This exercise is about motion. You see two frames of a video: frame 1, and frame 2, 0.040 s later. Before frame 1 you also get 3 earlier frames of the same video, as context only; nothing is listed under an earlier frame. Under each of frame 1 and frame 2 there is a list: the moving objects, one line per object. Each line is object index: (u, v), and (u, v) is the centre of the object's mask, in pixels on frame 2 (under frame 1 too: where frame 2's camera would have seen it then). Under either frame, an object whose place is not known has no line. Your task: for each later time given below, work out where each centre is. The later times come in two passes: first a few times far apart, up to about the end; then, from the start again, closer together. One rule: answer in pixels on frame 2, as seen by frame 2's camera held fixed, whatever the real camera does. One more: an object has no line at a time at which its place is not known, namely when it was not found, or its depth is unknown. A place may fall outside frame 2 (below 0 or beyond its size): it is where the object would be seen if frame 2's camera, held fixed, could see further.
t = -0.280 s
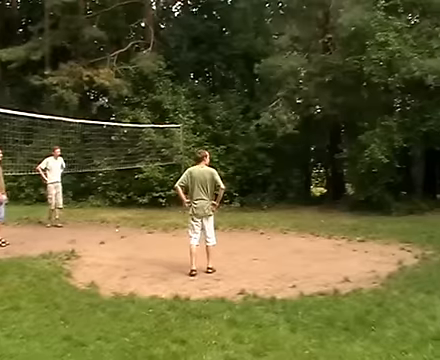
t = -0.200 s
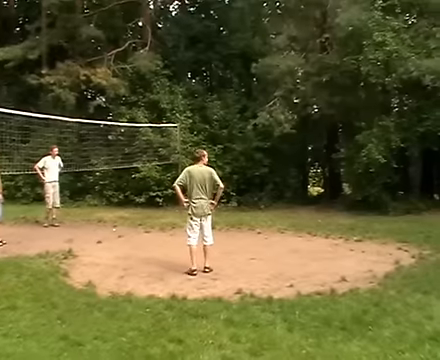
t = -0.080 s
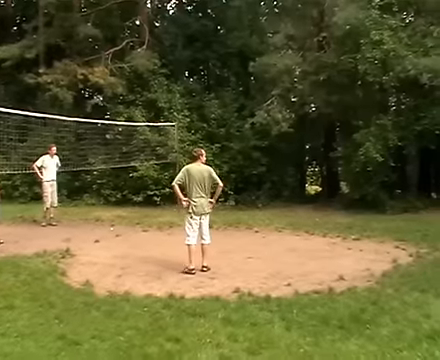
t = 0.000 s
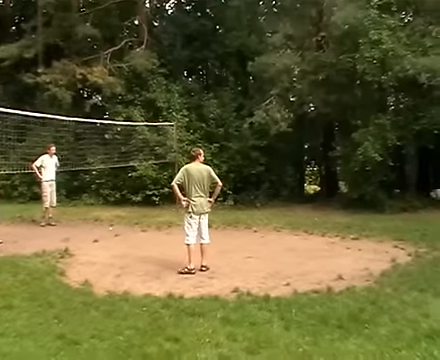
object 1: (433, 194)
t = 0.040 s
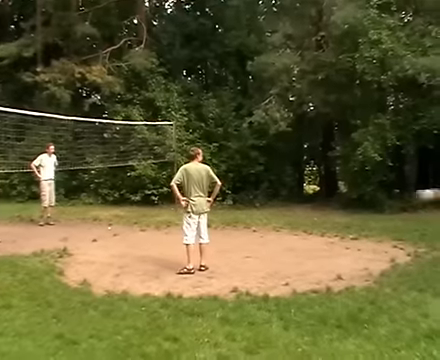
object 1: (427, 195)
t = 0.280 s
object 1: (323, 218)
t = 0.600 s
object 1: (214, 226)
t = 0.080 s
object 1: (410, 198)
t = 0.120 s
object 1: (393, 199)
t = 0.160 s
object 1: (377, 202)
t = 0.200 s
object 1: (358, 207)
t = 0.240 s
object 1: (340, 212)
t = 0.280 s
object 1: (323, 218)
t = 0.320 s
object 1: (306, 226)
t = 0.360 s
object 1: (290, 234)
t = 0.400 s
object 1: (272, 243)
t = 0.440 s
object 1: (259, 240)
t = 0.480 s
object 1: (248, 235)
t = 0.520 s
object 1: (236, 231)
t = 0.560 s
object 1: (225, 228)
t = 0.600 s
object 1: (214, 226)
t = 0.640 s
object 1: (205, 223)
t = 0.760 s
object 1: (168, 226)
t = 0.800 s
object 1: (158, 229)
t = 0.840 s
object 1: (149, 232)
